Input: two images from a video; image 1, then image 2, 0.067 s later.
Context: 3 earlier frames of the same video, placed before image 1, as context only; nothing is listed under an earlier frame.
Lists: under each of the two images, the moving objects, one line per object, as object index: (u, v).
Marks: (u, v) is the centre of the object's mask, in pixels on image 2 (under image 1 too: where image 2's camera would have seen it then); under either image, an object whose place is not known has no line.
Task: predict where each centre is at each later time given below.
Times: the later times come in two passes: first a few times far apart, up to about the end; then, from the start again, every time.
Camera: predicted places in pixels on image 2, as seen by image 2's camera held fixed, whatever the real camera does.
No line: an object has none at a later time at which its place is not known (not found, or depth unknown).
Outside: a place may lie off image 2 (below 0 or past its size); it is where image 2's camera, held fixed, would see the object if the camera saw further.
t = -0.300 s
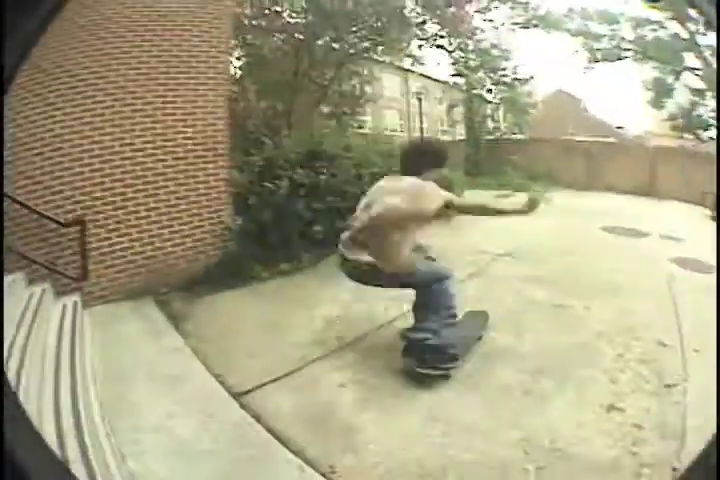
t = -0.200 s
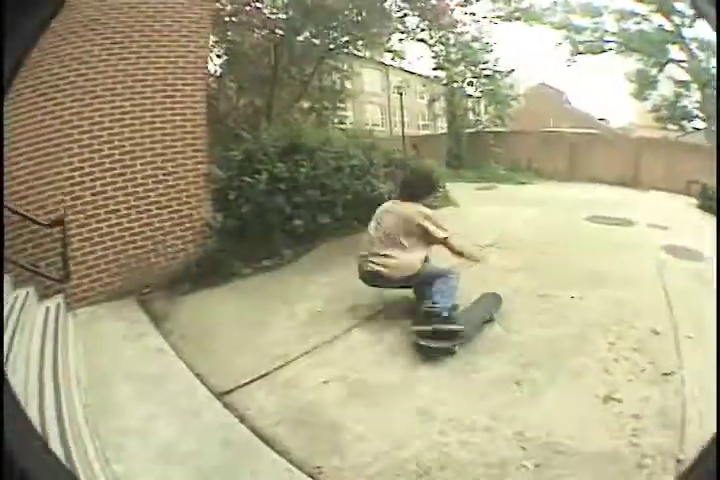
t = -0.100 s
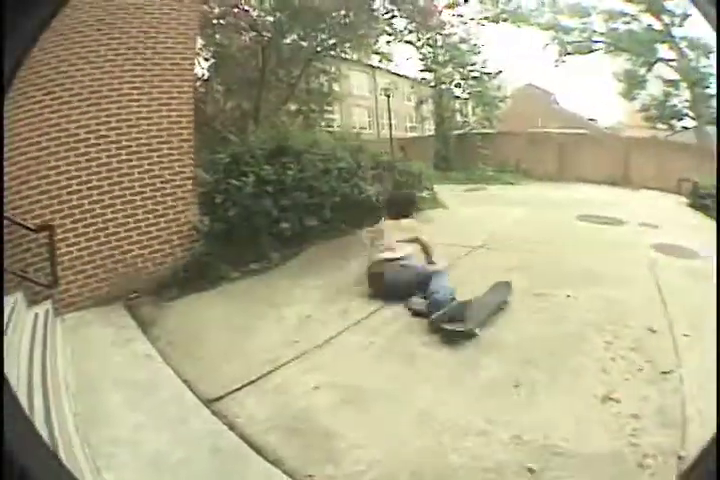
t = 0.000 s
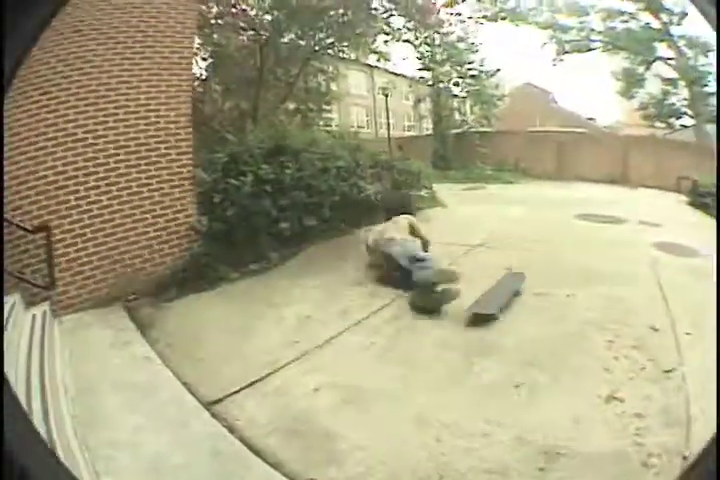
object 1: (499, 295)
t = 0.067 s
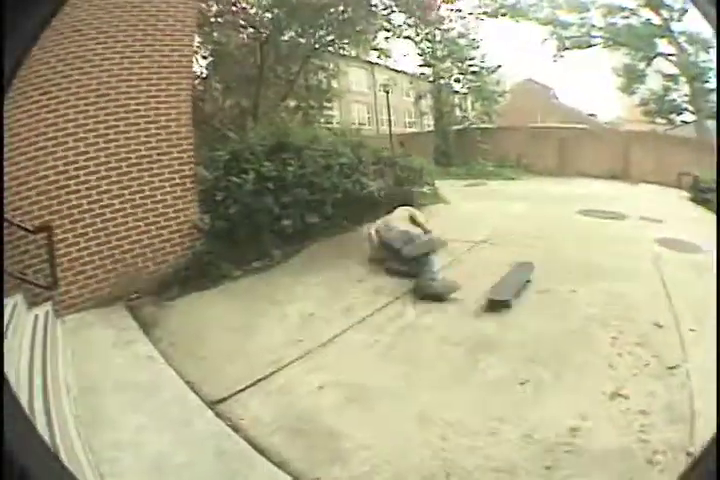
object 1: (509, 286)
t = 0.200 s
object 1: (525, 272)
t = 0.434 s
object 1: (540, 255)
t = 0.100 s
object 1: (514, 282)
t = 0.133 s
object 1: (517, 280)
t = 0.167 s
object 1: (521, 277)
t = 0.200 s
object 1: (525, 272)
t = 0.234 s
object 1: (528, 270)
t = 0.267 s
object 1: (530, 267)
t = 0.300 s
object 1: (532, 264)
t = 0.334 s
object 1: (534, 262)
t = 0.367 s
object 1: (536, 260)
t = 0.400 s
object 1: (537, 258)
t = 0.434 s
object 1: (540, 255)
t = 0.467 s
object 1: (542, 253)
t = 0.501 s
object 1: (545, 251)
